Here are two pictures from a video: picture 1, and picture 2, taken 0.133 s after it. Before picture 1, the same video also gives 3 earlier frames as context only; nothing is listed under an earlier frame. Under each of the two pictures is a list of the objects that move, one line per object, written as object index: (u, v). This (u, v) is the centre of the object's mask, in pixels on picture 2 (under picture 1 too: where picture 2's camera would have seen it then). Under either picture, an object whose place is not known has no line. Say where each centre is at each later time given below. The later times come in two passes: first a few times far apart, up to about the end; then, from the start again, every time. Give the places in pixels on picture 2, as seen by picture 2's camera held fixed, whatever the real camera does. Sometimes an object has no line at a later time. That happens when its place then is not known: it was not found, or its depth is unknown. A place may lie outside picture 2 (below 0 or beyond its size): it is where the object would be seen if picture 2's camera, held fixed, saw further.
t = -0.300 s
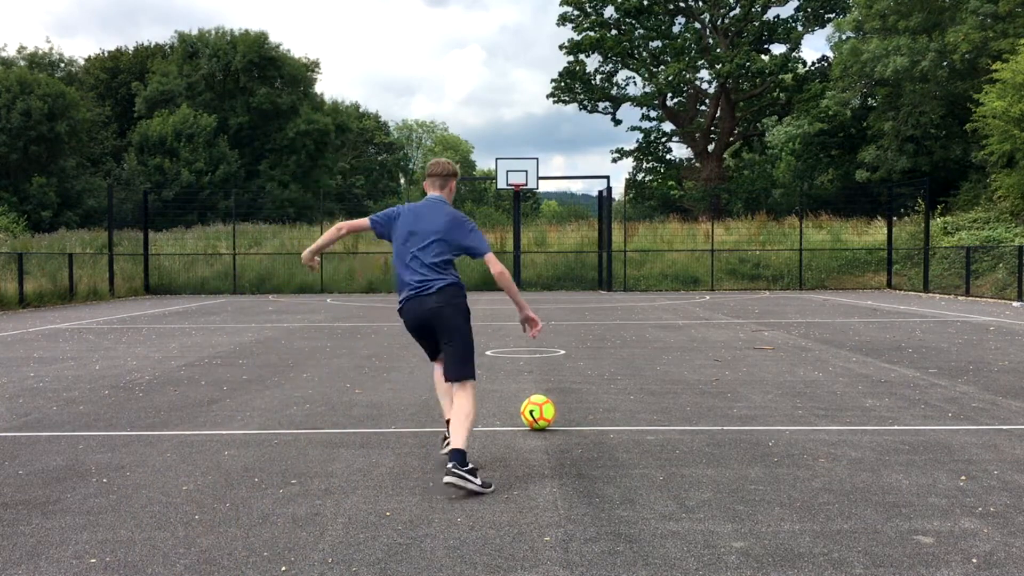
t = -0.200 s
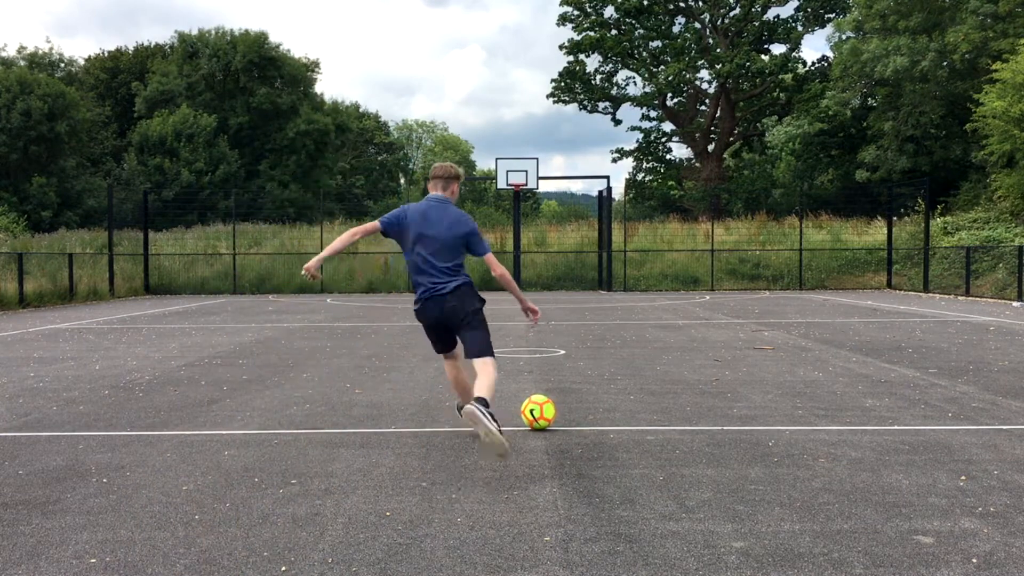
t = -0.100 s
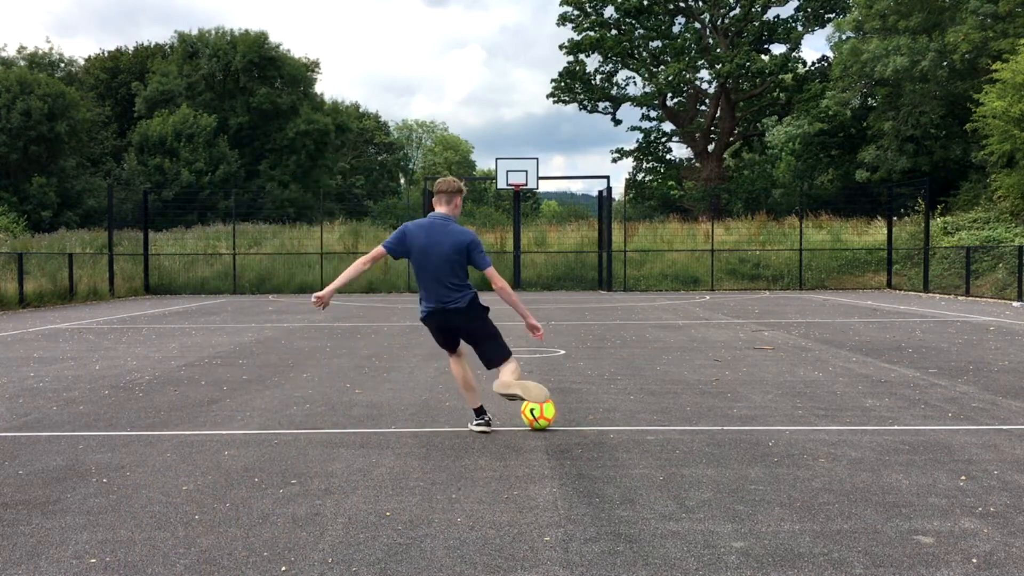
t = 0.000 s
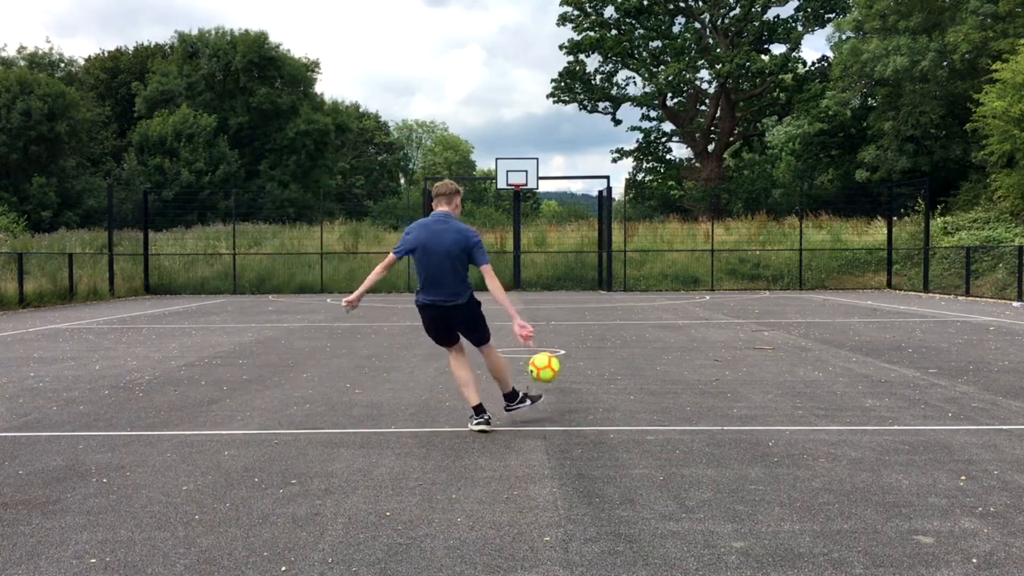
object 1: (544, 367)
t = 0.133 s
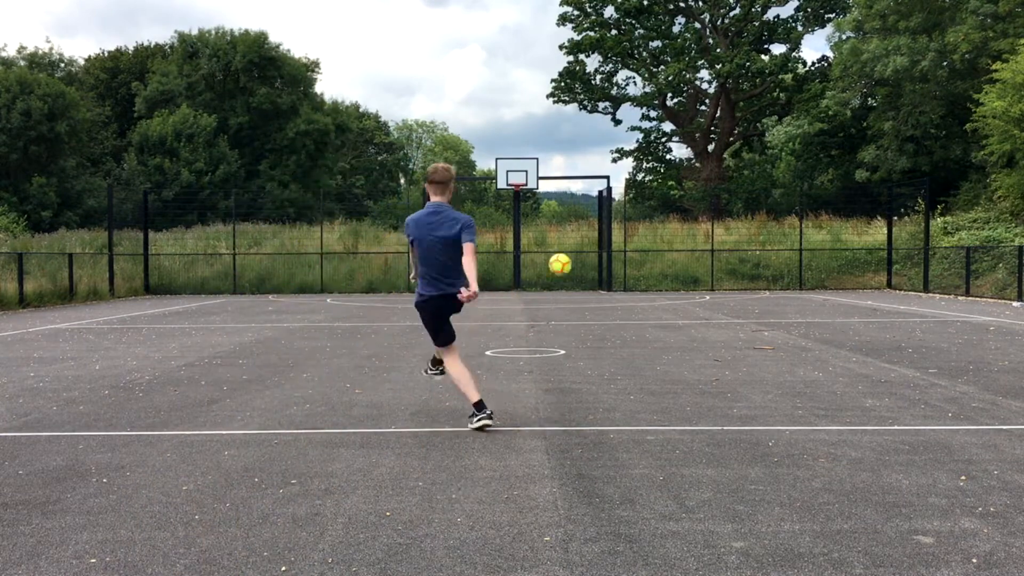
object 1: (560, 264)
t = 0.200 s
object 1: (566, 235)
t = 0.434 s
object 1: (582, 190)
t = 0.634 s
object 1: (591, 186)
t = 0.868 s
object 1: (596, 199)
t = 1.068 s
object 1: (598, 219)
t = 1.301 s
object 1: (597, 250)
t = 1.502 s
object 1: (575, 280)
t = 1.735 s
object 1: (557, 265)
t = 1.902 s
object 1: (544, 252)
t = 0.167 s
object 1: (563, 249)
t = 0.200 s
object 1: (566, 235)
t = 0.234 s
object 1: (569, 223)
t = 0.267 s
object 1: (572, 215)
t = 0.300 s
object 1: (574, 207)
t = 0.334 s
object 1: (576, 202)
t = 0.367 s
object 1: (578, 197)
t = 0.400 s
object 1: (581, 194)
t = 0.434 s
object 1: (582, 190)
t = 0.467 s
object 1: (584, 189)
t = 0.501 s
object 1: (586, 187)
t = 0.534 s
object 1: (588, 186)
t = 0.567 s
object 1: (589, 186)
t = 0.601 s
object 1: (590, 186)
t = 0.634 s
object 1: (591, 186)
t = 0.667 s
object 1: (593, 187)
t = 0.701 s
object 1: (593, 188)
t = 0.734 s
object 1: (594, 189)
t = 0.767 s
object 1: (595, 192)
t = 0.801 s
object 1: (596, 194)
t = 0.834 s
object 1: (596, 196)
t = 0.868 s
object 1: (596, 199)
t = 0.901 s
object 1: (597, 202)
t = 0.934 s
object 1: (598, 205)
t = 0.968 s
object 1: (598, 208)
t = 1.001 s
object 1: (598, 212)
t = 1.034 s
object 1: (598, 215)
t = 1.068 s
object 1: (598, 219)
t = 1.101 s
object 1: (598, 223)
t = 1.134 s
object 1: (598, 227)
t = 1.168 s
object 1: (598, 231)
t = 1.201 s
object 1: (598, 236)
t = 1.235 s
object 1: (598, 240)
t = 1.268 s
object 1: (598, 245)
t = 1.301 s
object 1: (597, 250)
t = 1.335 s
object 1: (595, 253)
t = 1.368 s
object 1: (591, 258)
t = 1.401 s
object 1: (588, 263)
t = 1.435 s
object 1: (584, 268)
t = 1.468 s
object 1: (580, 274)
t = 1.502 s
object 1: (575, 280)
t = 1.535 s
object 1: (571, 287)
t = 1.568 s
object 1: (568, 287)
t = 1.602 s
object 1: (566, 282)
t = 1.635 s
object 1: (564, 278)
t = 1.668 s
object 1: (561, 273)
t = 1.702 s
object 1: (559, 269)
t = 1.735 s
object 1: (557, 265)
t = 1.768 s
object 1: (554, 261)
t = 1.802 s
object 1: (552, 258)
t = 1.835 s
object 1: (549, 256)
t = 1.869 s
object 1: (547, 253)
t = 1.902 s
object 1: (544, 252)
